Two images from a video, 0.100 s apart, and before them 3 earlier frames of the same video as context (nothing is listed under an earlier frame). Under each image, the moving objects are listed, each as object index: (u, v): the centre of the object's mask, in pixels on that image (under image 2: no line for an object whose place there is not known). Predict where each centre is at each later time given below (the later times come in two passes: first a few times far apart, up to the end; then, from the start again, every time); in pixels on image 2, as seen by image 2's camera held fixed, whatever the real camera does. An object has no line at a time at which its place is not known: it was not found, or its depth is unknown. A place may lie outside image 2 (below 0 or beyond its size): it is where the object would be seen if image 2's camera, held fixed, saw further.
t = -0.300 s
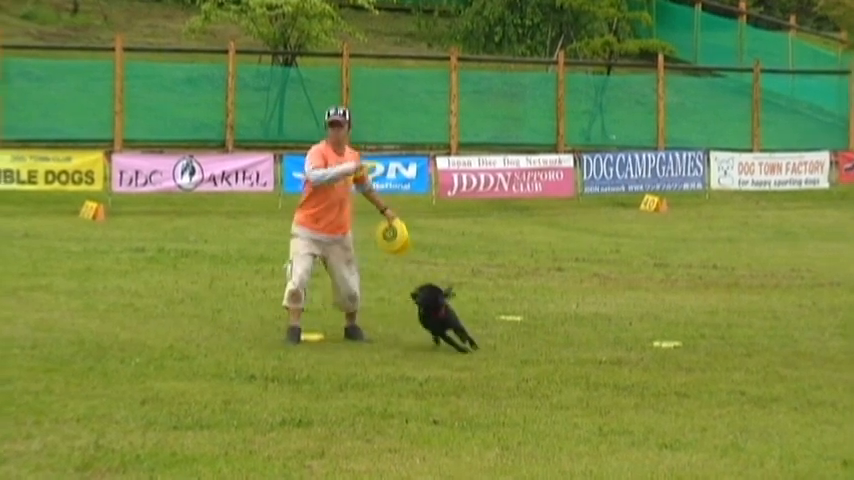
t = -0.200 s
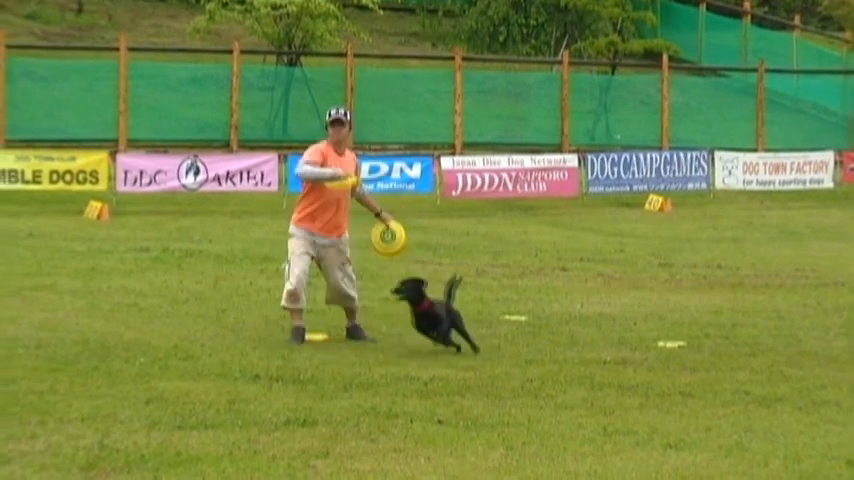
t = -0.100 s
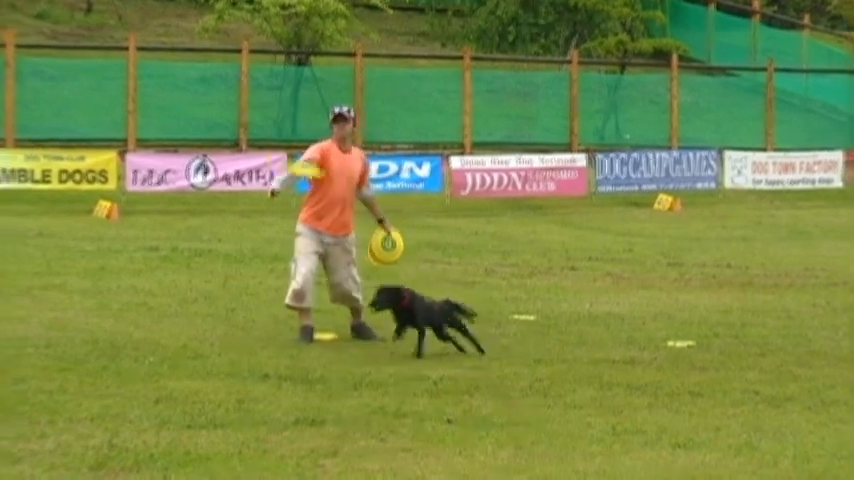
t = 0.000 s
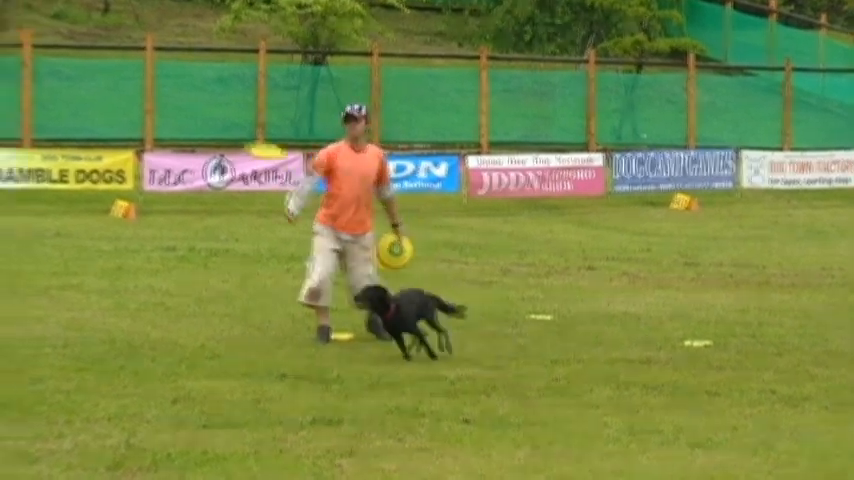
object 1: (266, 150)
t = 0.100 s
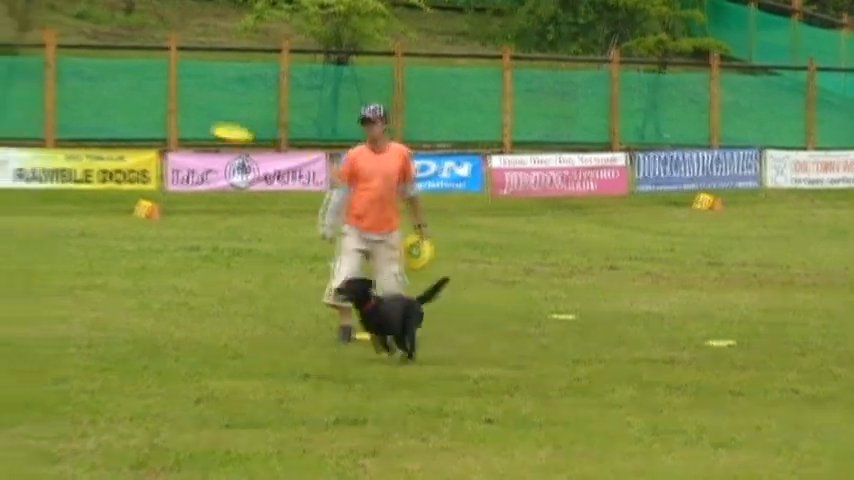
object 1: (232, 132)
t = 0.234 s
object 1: (150, 109)
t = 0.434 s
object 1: (24, 79)
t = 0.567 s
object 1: (-73, 65)
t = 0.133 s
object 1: (211, 126)
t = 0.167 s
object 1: (191, 120)
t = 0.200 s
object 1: (171, 115)
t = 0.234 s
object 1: (150, 109)
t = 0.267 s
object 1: (134, 104)
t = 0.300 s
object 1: (113, 99)
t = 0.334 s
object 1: (92, 93)
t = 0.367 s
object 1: (69, 89)
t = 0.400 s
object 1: (47, 84)
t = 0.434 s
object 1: (24, 79)
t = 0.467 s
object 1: (0, 75)
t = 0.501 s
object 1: (-24, 72)
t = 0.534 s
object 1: (-49, 68)
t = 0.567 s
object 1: (-73, 65)
